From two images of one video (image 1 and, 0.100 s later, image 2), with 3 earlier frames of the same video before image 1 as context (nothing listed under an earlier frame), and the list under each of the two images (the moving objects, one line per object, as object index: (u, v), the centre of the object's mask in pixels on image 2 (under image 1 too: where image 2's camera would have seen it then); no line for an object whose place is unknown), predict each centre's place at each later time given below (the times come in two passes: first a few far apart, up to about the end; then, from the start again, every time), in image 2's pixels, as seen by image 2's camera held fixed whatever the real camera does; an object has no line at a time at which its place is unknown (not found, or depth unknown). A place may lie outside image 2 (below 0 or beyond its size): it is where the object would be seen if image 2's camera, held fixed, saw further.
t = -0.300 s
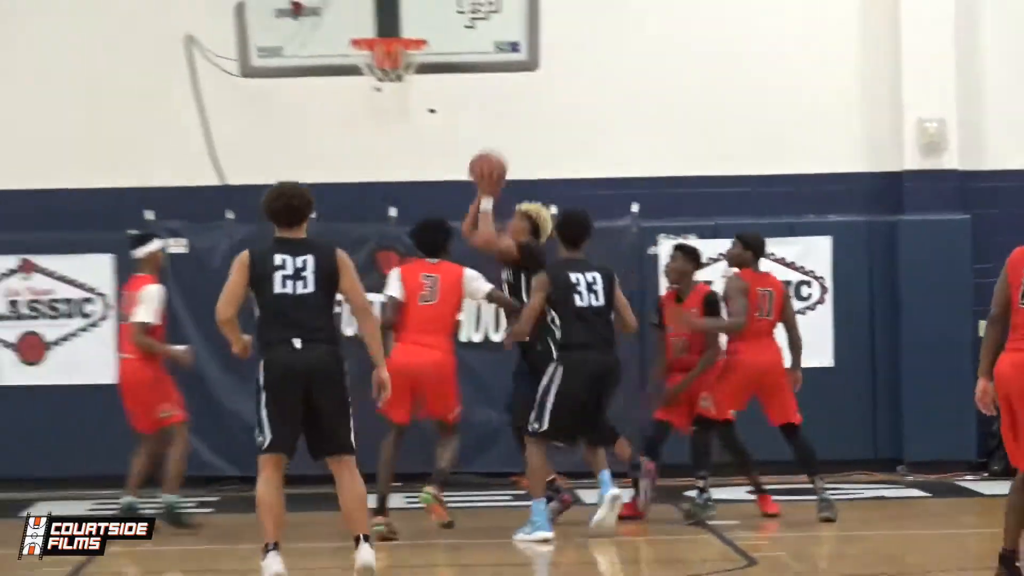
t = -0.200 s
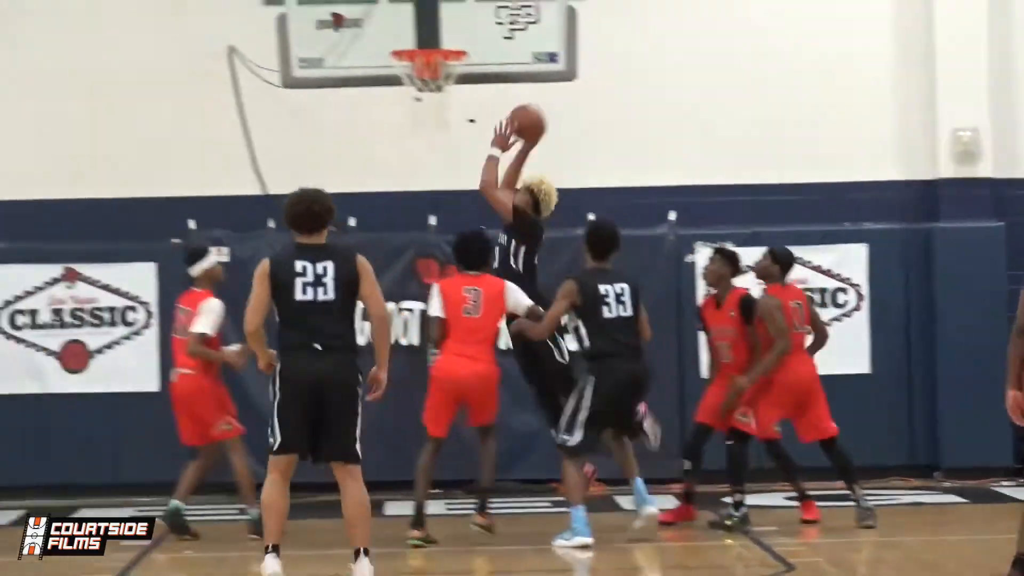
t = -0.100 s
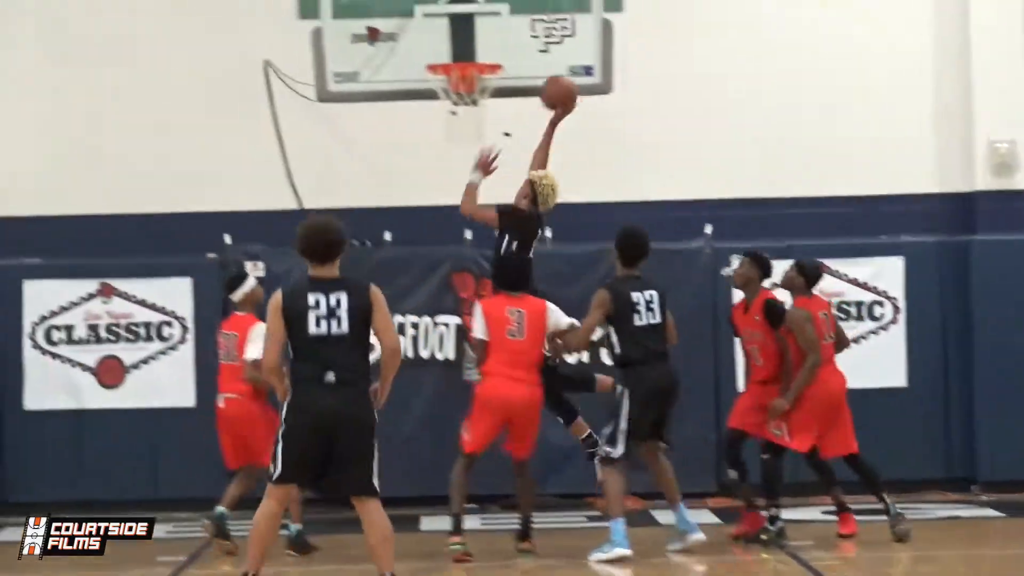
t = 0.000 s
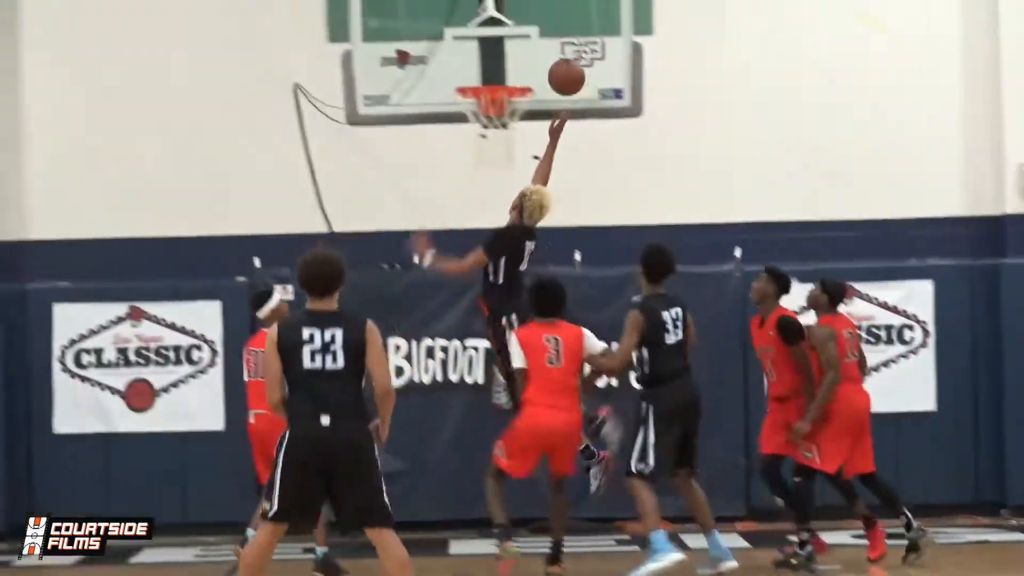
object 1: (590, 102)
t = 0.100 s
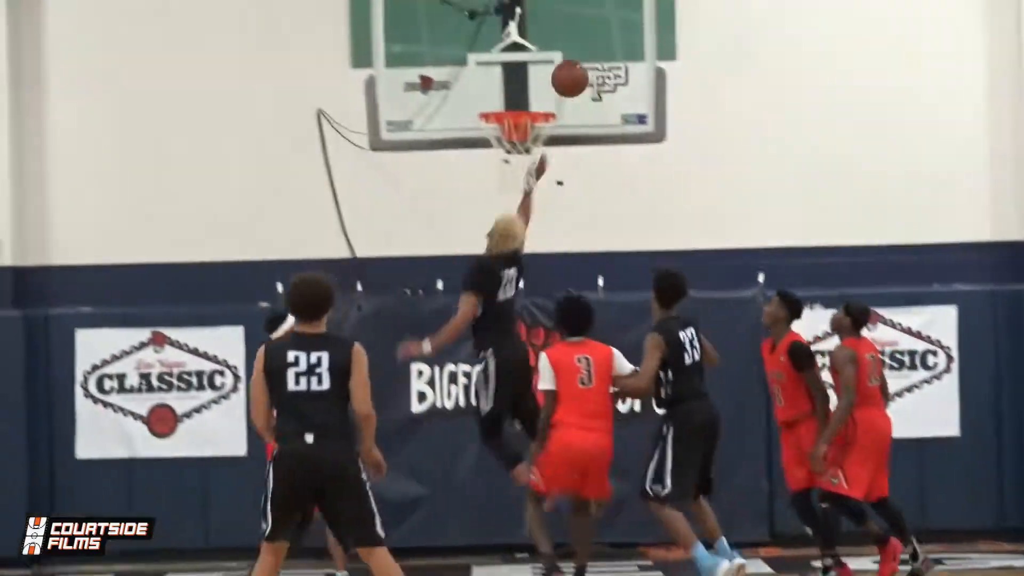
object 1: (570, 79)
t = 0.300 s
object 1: (548, 82)
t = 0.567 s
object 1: (518, 103)
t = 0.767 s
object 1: (502, 171)
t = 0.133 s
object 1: (566, 76)
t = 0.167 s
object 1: (562, 74)
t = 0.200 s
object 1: (559, 73)
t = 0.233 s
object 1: (555, 75)
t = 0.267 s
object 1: (551, 78)
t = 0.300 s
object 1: (548, 82)
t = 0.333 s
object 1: (544, 89)
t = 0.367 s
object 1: (540, 96)
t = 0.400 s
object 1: (537, 94)
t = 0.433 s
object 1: (533, 95)
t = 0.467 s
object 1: (529, 95)
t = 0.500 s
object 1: (525, 97)
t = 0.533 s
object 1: (522, 100)
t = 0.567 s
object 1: (518, 103)
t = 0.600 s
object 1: (515, 121)
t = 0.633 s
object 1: (512, 130)
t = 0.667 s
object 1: (508, 138)
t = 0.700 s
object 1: (507, 150)
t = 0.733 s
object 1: (502, 161)
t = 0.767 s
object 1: (502, 171)
